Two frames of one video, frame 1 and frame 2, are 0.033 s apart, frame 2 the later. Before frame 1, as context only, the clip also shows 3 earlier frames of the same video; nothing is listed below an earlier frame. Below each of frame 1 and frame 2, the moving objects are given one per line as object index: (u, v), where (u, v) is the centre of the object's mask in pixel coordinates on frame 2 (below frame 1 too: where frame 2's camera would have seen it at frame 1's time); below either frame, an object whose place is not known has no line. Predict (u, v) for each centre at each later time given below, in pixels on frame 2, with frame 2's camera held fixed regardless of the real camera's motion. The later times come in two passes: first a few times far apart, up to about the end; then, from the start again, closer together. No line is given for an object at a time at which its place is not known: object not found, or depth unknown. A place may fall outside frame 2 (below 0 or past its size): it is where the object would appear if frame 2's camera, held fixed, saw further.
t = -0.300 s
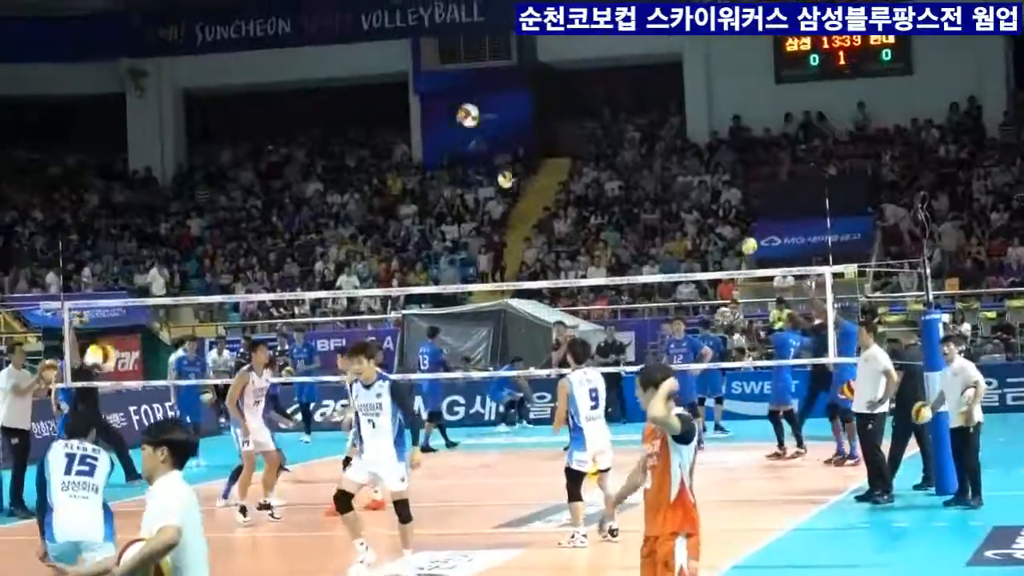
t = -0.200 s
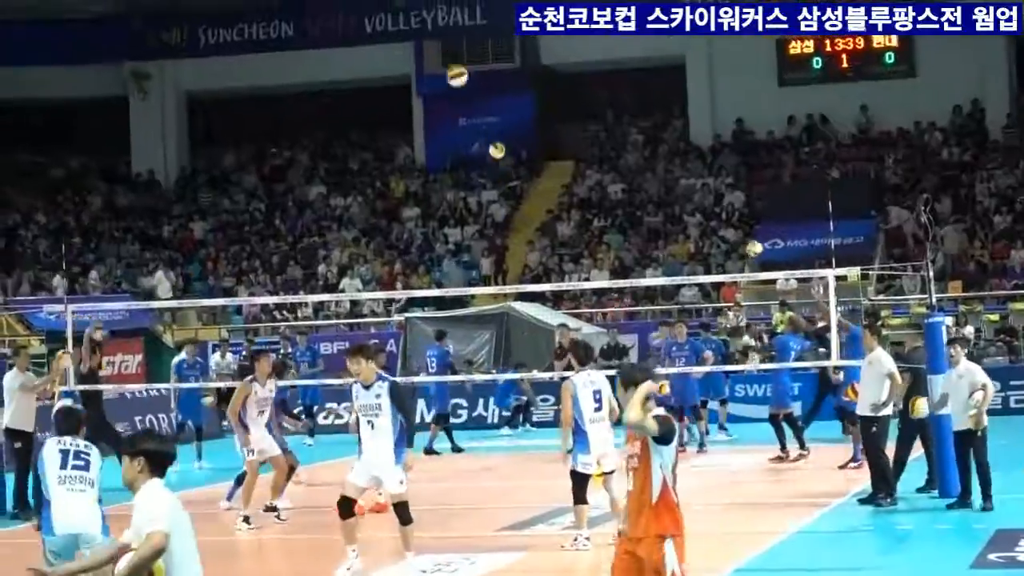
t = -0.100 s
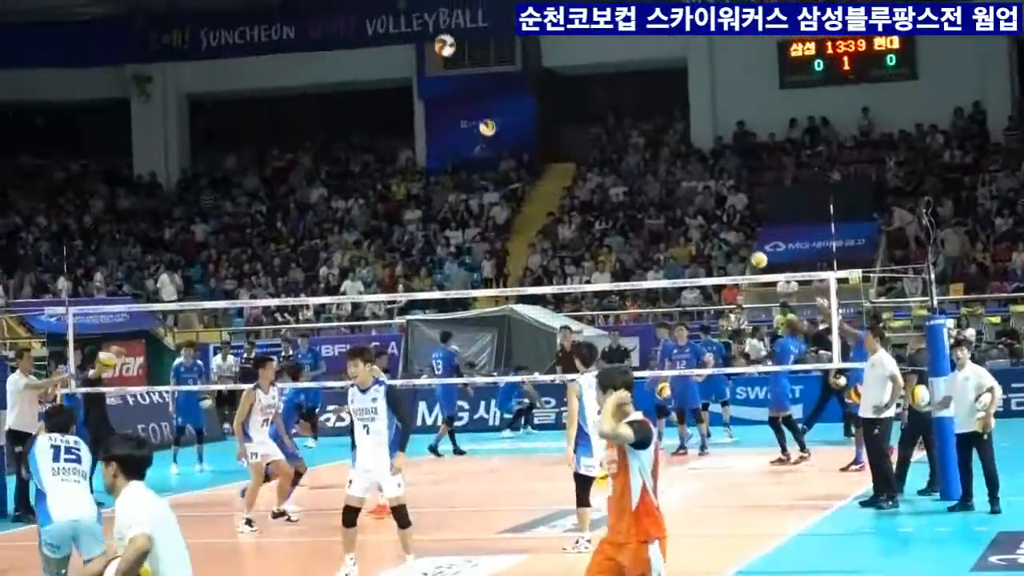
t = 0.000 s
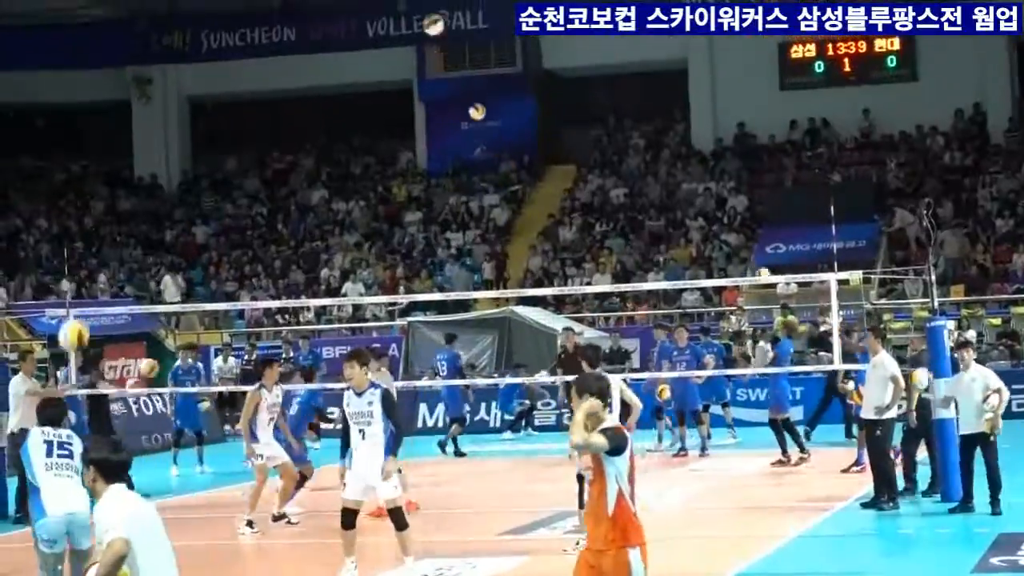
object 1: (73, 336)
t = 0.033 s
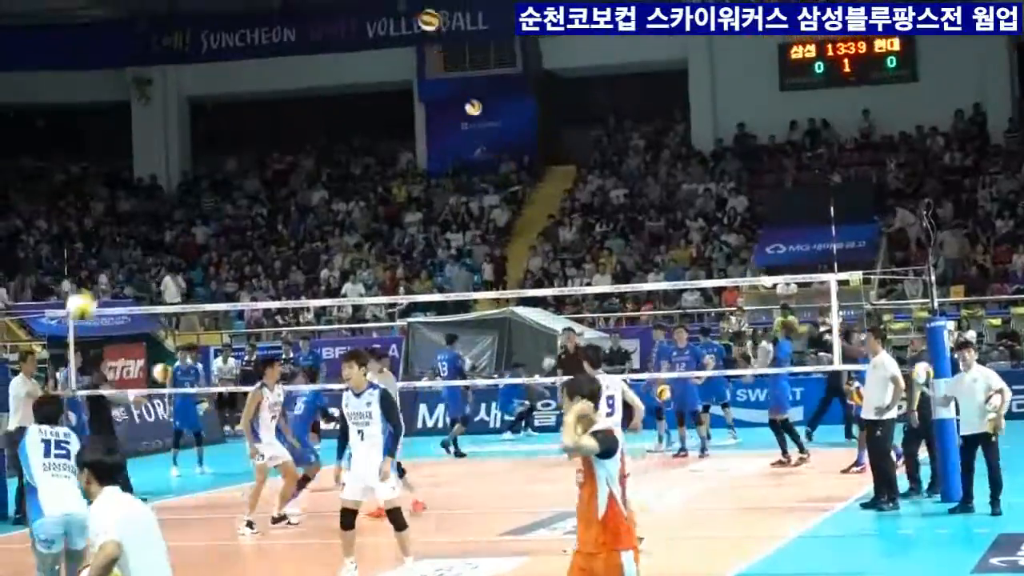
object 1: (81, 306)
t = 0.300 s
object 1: (148, 126)
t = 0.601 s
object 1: (222, 48)
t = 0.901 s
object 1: (298, 89)
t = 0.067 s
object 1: (89, 277)
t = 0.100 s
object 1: (98, 251)
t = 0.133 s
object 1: (106, 225)
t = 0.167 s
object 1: (113, 202)
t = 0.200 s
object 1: (123, 180)
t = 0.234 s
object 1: (131, 160)
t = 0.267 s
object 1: (139, 143)
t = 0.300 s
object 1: (148, 126)
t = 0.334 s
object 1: (155, 111)
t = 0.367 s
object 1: (164, 97)
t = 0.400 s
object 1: (171, 85)
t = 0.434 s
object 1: (181, 75)
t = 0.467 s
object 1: (189, 67)
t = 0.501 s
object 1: (197, 60)
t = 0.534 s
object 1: (205, 54)
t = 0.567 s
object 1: (213, 50)
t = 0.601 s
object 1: (222, 48)
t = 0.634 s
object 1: (228, 46)
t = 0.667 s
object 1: (238, 46)
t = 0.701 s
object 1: (246, 48)
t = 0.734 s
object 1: (255, 51)
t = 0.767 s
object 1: (264, 57)
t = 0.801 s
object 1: (272, 62)
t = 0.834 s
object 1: (280, 70)
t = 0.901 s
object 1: (298, 89)
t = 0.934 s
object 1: (306, 101)
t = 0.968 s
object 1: (314, 113)
